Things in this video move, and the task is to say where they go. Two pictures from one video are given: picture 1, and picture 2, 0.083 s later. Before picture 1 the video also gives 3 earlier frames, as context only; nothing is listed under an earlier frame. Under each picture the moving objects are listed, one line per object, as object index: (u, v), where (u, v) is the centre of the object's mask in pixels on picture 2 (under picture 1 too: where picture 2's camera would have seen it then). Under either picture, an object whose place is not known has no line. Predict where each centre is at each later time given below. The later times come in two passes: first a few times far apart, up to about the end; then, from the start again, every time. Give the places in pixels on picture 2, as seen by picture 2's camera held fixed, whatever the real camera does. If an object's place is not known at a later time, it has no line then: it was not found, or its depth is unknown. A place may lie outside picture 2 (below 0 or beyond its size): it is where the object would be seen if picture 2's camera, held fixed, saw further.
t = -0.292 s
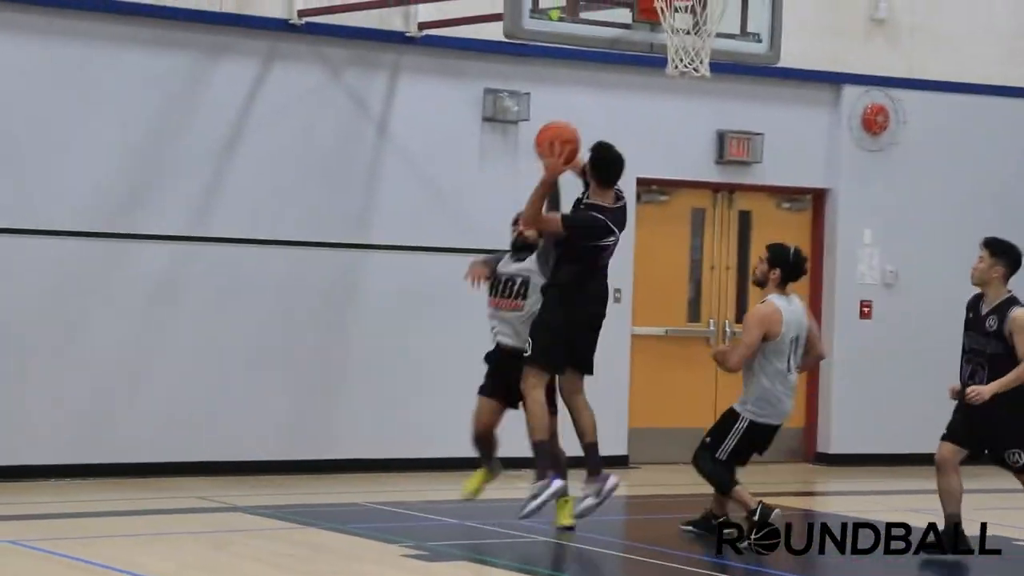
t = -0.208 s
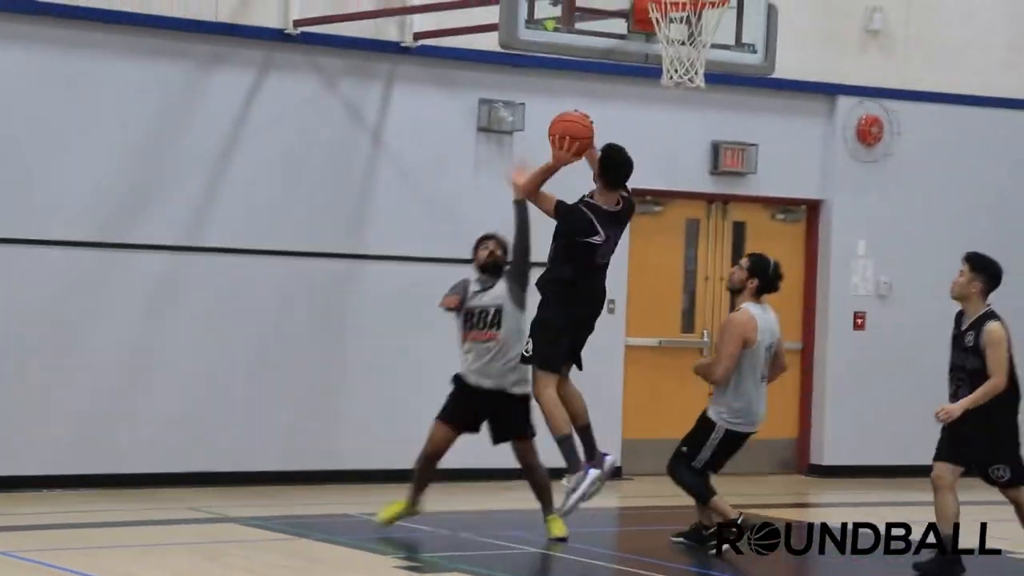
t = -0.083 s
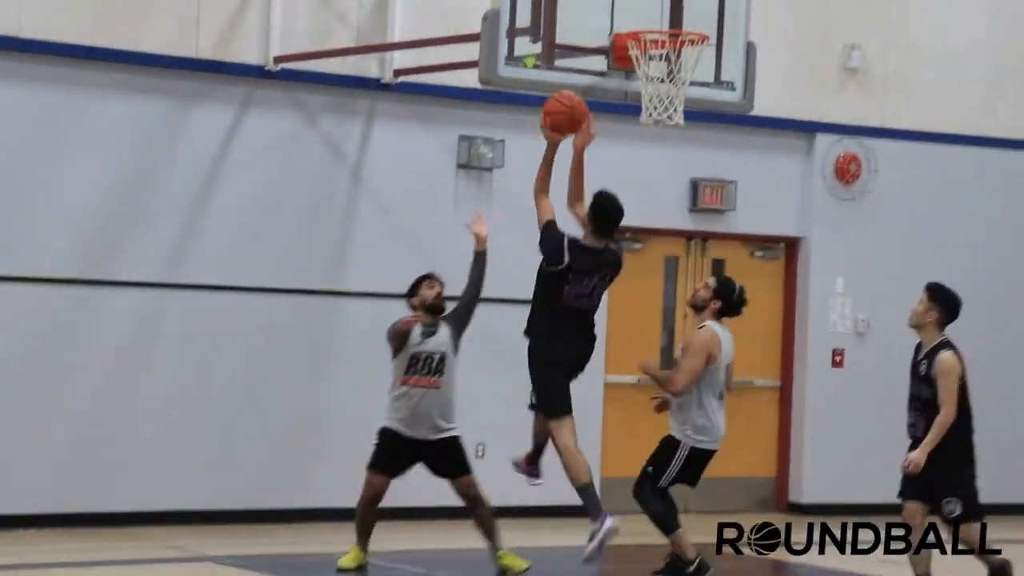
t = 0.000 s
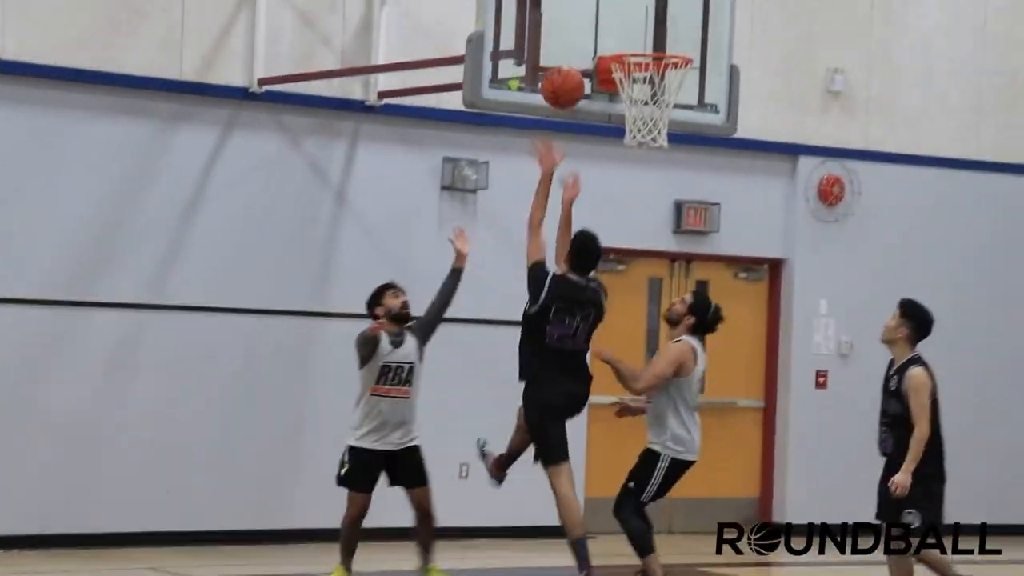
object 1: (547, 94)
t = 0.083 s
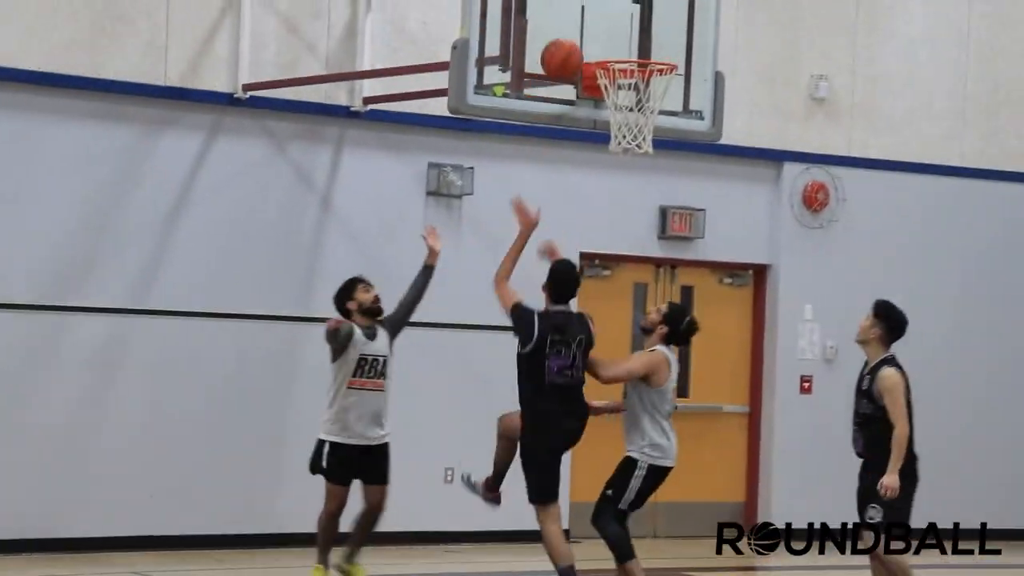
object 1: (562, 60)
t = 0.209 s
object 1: (581, 34)
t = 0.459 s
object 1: (638, 50)
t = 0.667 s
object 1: (663, 112)
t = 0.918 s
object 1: (634, 173)
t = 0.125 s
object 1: (568, 48)
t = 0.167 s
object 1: (575, 39)
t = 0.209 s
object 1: (581, 34)
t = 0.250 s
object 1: (587, 31)
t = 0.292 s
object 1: (593, 32)
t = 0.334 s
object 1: (602, 34)
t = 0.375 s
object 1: (614, 39)
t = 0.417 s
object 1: (626, 44)
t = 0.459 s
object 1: (638, 50)
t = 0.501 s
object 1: (650, 70)
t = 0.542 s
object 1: (660, 86)
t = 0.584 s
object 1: (666, 98)
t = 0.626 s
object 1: (666, 106)
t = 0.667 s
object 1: (663, 112)
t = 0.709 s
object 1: (658, 118)
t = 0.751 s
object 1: (654, 122)
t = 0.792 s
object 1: (649, 133)
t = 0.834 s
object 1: (644, 147)
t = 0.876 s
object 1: (640, 157)
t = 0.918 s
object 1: (634, 173)
